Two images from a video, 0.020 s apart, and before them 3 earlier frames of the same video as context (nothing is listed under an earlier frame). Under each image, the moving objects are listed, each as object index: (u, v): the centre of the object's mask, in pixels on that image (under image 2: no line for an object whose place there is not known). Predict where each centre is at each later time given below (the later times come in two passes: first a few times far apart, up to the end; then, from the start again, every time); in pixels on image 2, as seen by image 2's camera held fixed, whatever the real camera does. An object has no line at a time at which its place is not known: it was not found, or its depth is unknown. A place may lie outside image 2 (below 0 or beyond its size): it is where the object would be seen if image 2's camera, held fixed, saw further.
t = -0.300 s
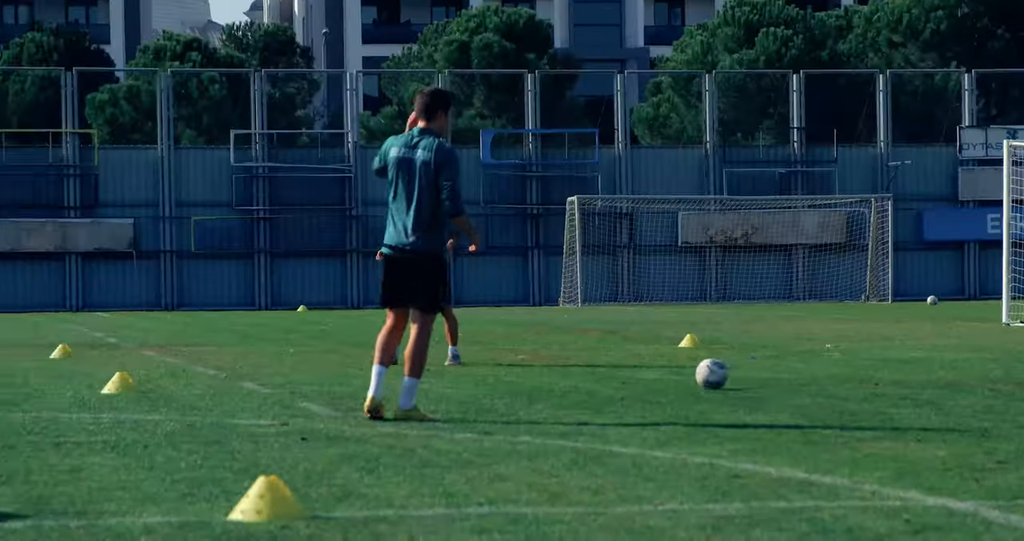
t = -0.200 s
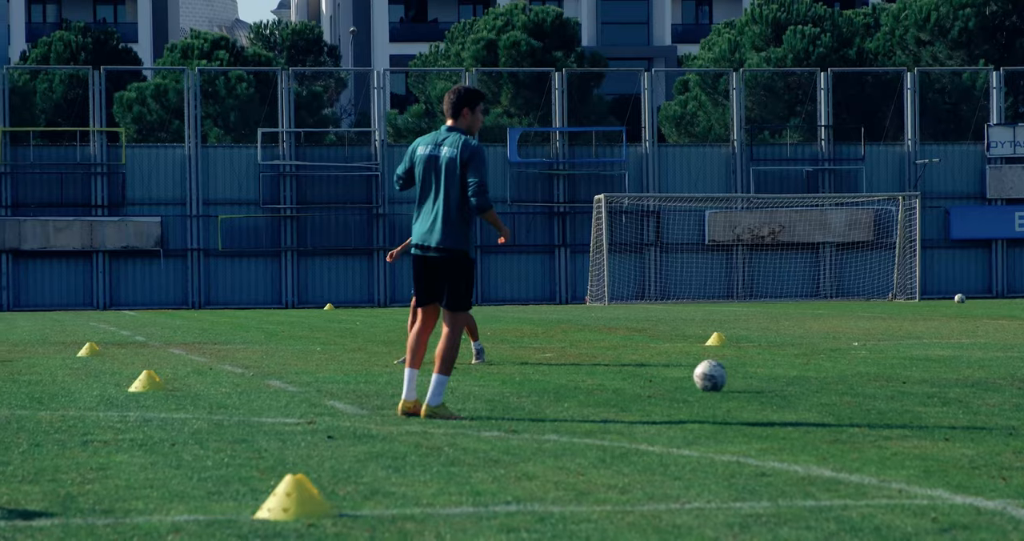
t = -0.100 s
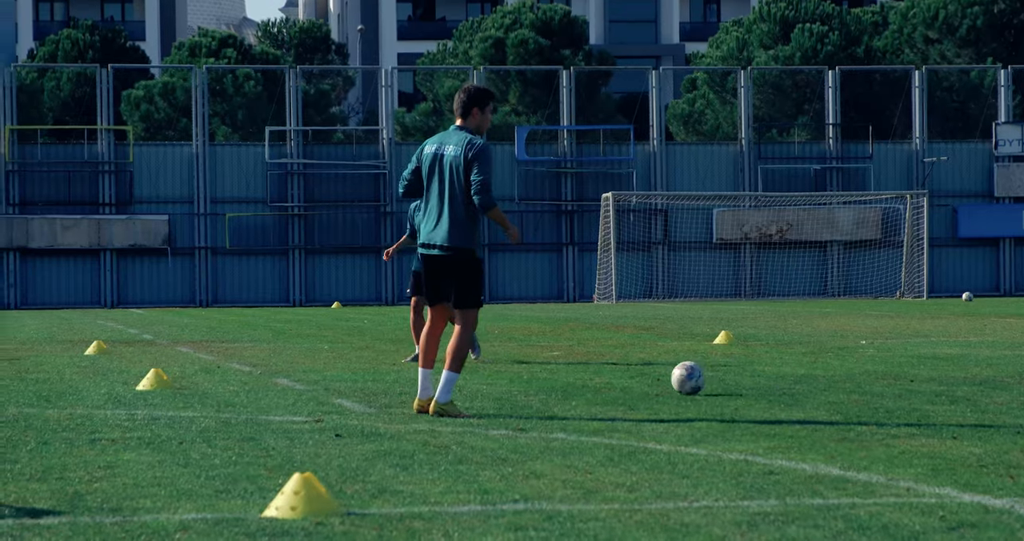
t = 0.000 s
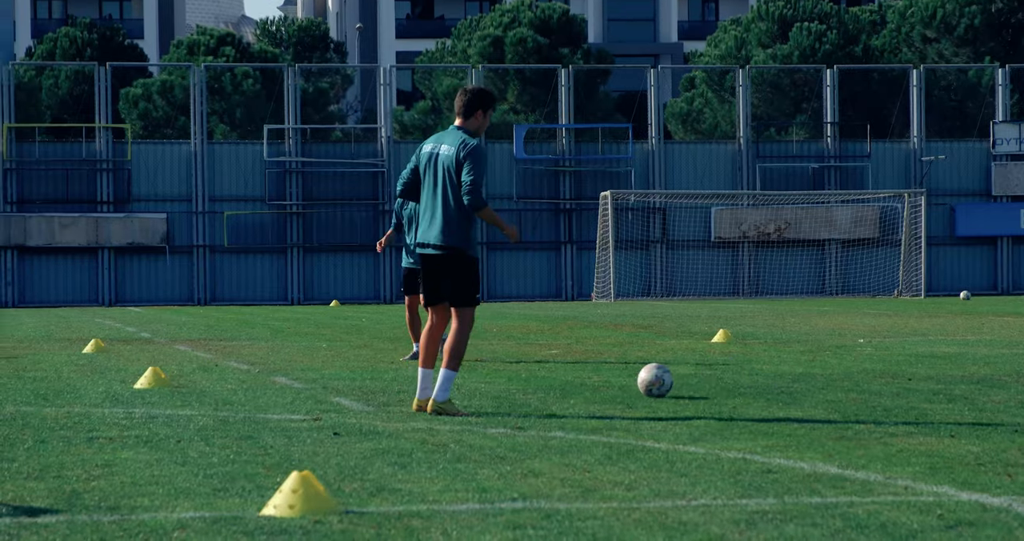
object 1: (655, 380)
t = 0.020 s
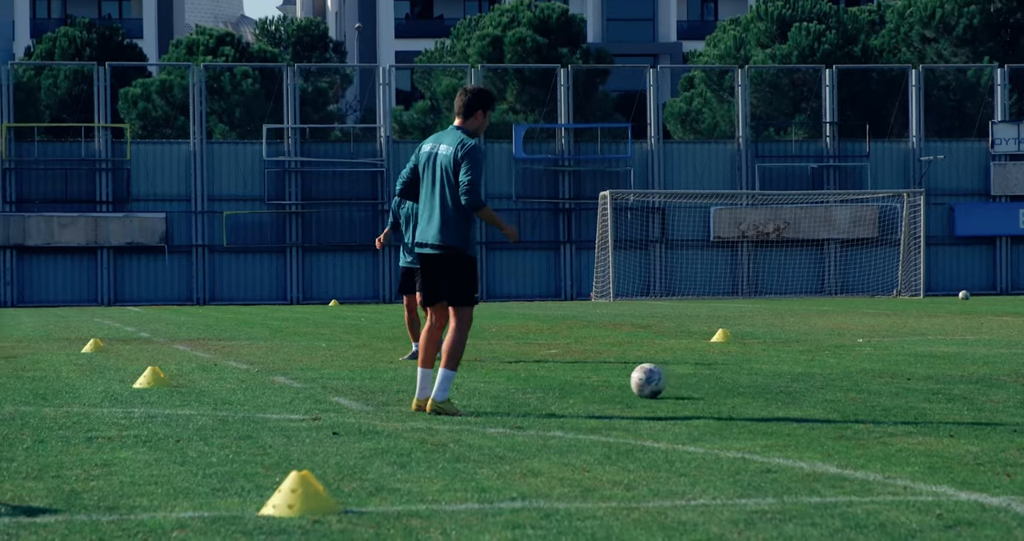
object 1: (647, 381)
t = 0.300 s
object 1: (555, 393)
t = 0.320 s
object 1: (547, 392)
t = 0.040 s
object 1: (641, 381)
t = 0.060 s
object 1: (635, 383)
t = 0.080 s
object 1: (628, 384)
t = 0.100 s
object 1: (622, 384)
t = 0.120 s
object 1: (615, 385)
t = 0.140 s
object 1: (609, 386)
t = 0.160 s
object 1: (602, 387)
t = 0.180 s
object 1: (595, 388)
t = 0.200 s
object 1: (589, 388)
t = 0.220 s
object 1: (582, 389)
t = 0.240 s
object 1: (575, 389)
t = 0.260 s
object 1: (569, 390)
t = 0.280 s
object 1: (561, 392)
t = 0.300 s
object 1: (555, 393)
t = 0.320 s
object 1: (547, 392)
